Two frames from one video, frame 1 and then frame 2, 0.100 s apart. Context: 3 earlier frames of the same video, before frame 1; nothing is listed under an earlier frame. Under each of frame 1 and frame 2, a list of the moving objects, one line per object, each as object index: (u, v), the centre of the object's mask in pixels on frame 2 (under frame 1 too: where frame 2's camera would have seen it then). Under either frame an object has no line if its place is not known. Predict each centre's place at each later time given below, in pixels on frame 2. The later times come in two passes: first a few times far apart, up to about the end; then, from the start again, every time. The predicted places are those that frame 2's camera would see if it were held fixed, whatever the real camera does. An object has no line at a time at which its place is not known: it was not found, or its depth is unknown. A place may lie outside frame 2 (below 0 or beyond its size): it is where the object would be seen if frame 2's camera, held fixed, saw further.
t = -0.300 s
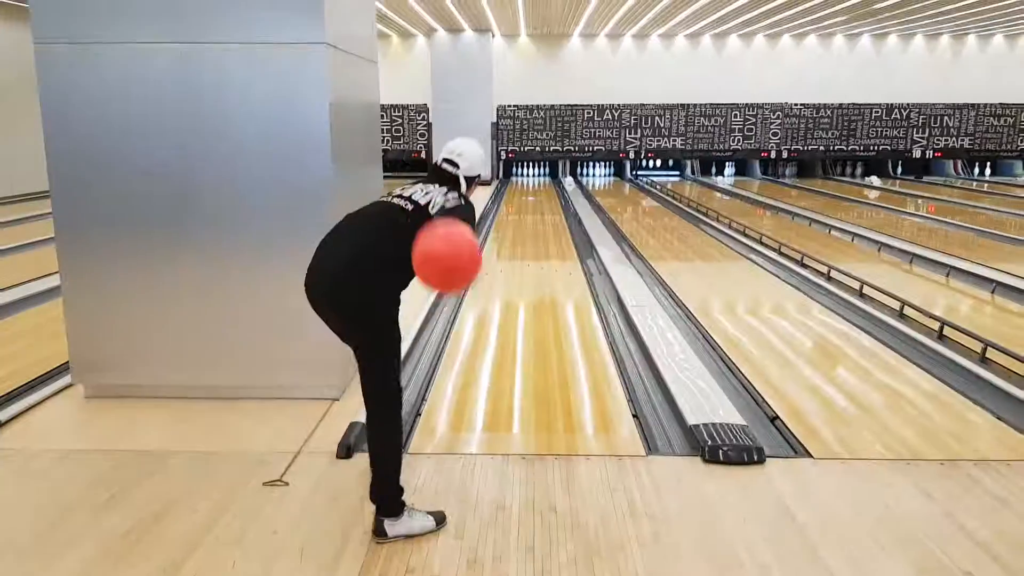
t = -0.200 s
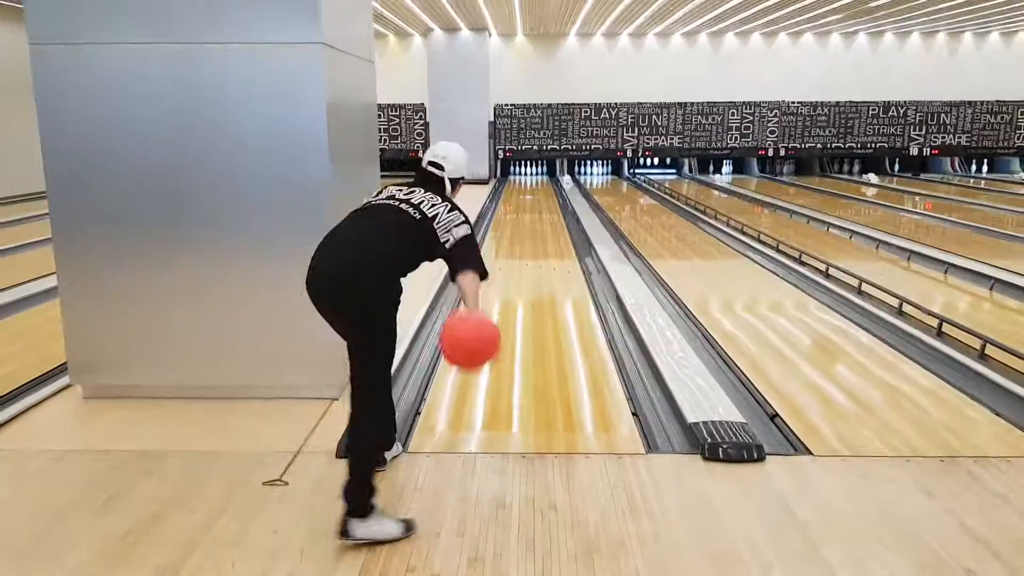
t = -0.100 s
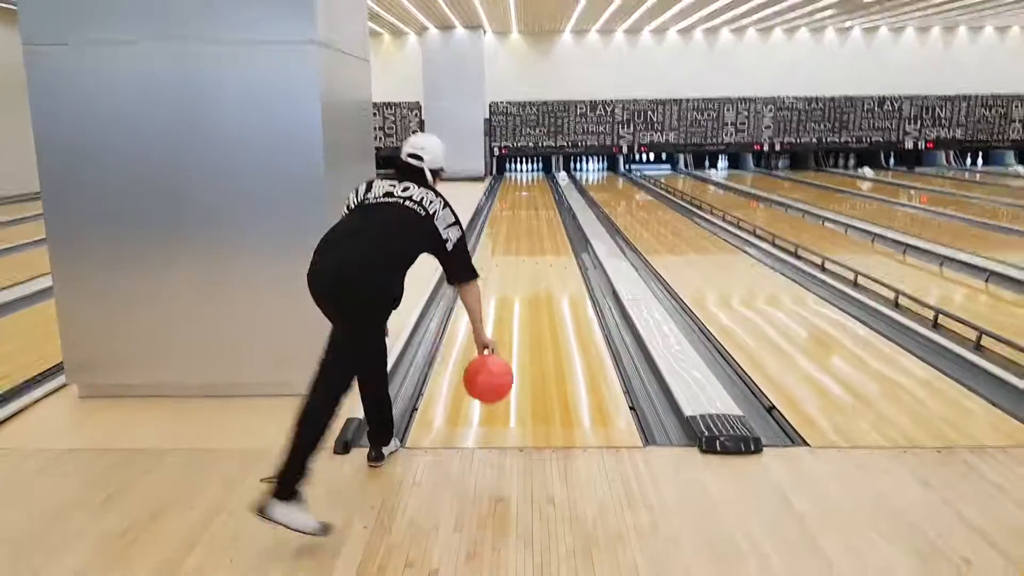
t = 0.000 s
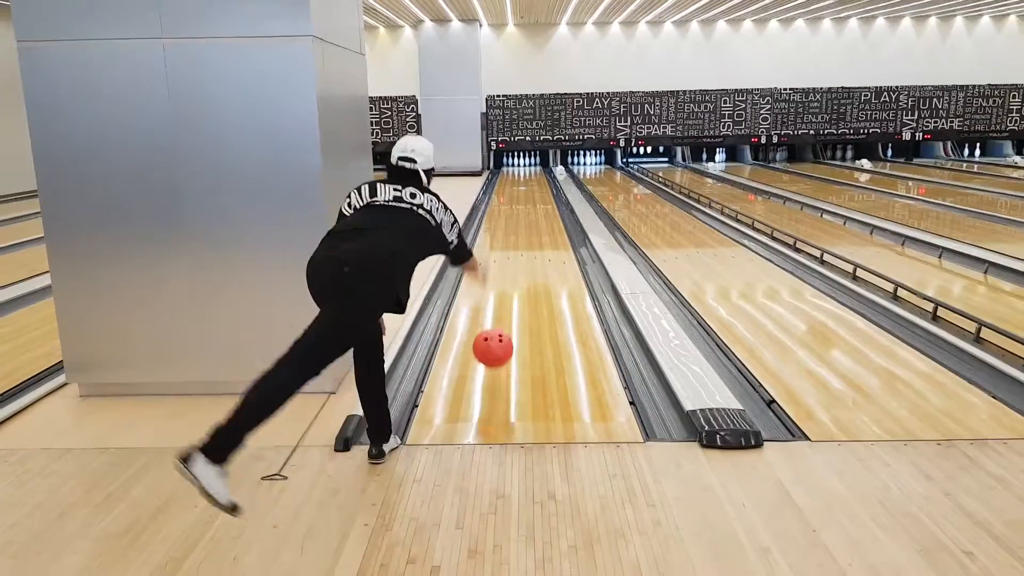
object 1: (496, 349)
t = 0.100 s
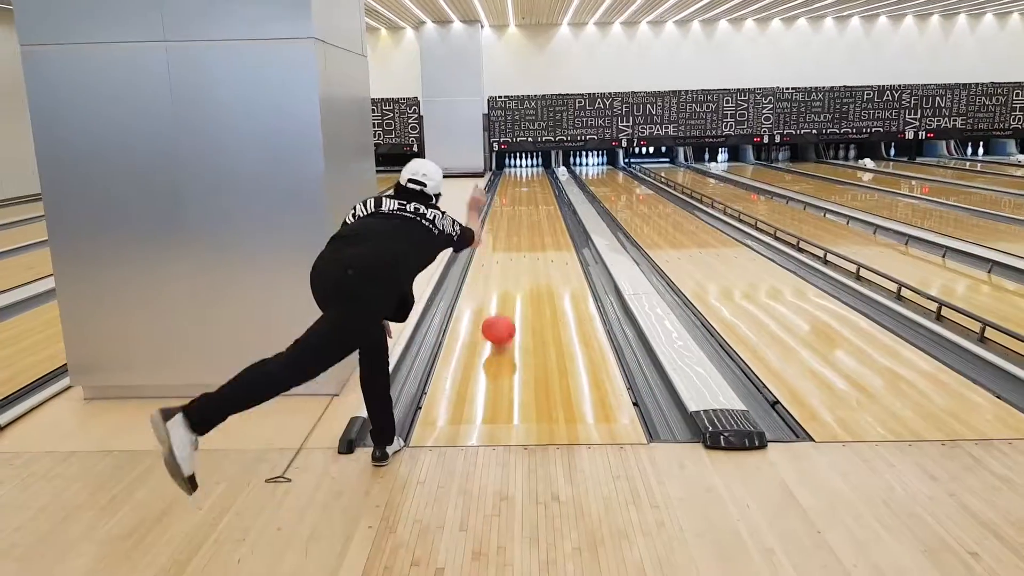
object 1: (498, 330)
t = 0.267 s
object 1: (504, 285)
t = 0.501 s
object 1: (504, 251)
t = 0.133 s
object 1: (499, 317)
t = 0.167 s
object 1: (500, 307)
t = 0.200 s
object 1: (499, 300)
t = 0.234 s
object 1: (508, 286)
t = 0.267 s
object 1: (504, 285)
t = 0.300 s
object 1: (502, 281)
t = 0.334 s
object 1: (502, 274)
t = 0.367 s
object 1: (502, 270)
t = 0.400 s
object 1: (503, 265)
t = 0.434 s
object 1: (503, 259)
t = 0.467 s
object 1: (503, 255)
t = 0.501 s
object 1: (504, 251)
